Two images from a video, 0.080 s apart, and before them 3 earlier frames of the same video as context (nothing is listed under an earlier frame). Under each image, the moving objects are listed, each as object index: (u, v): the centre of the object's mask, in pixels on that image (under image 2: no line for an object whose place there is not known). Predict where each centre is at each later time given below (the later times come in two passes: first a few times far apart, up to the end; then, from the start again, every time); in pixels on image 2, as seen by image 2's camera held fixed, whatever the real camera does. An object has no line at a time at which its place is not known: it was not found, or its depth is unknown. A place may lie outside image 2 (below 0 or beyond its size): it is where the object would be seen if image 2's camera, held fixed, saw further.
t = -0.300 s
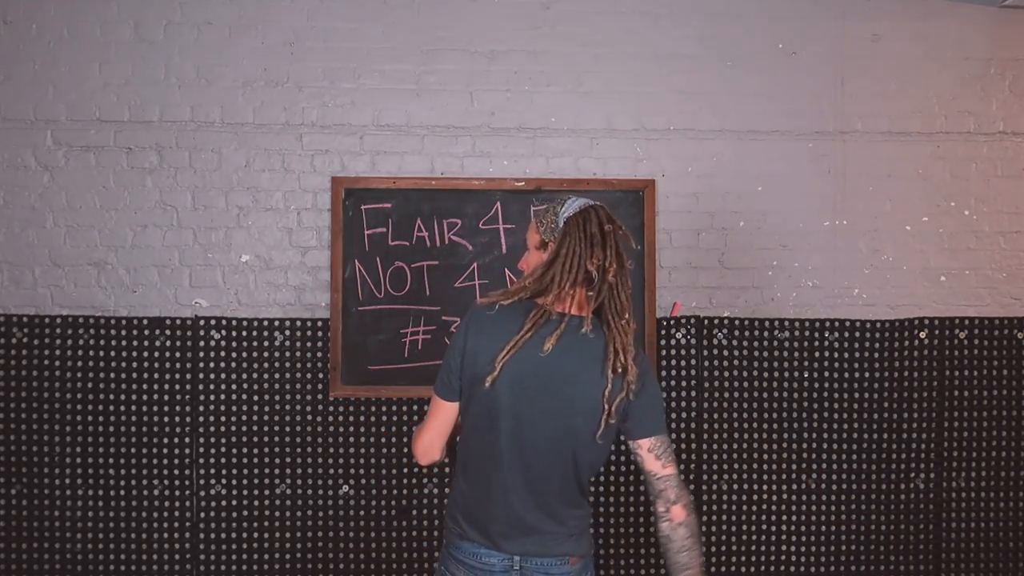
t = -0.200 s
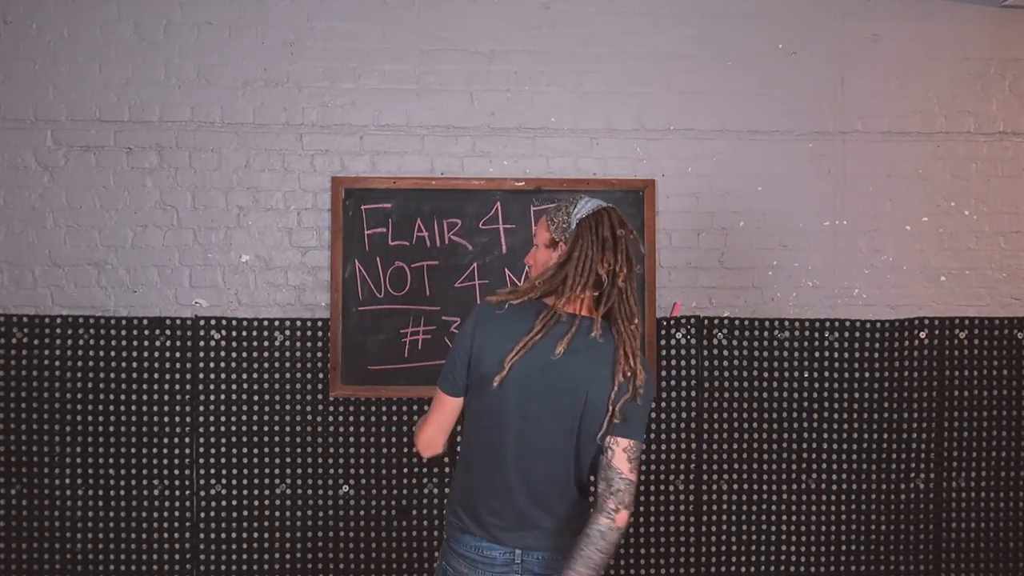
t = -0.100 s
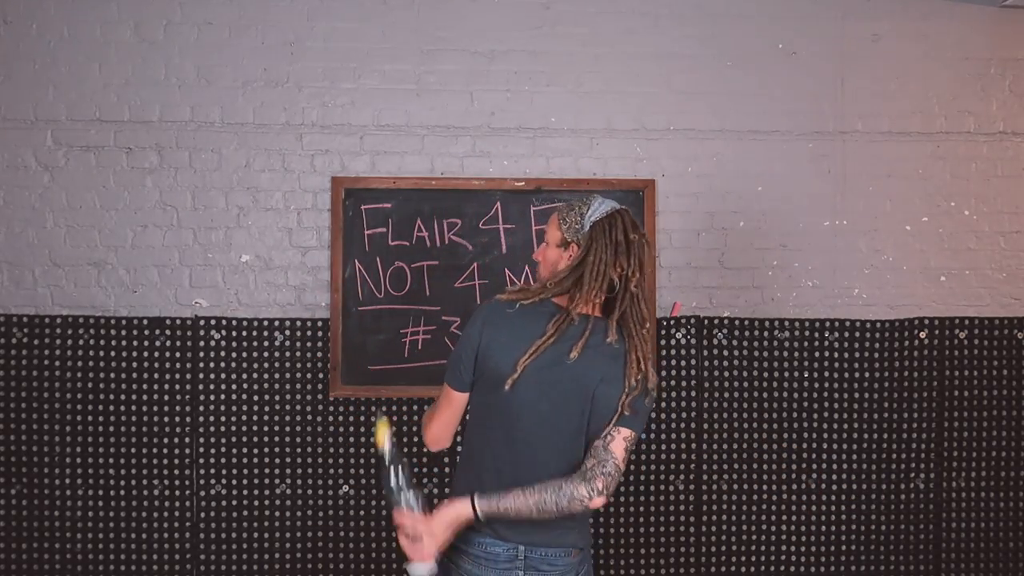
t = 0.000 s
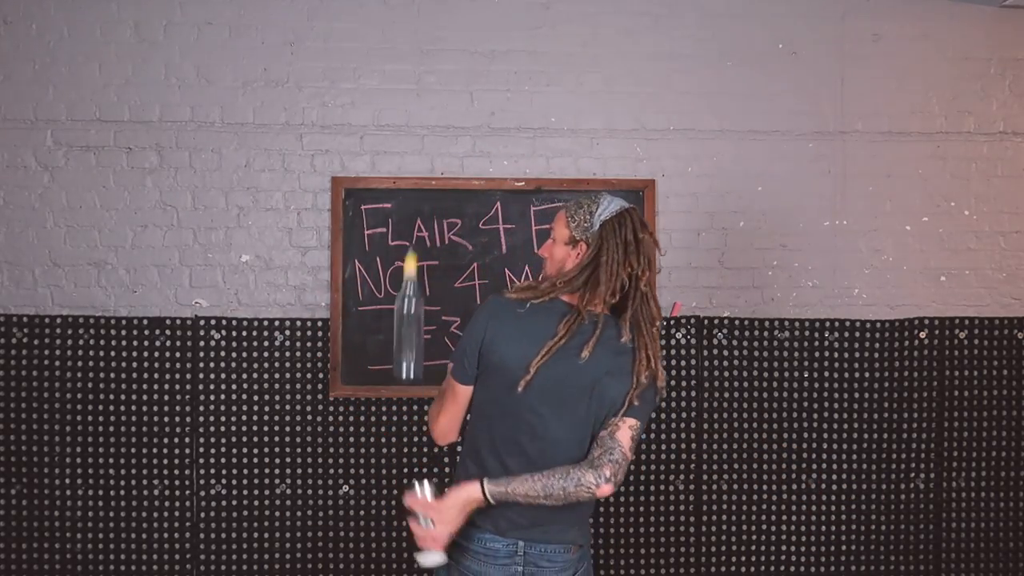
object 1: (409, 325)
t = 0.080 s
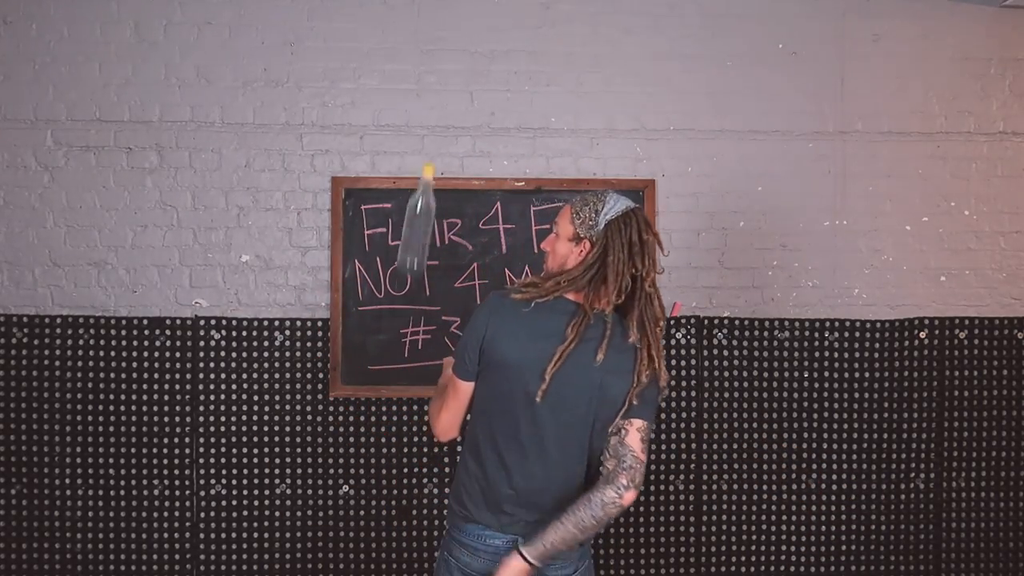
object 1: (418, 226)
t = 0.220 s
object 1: (432, 120)
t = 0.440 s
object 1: (451, 103)
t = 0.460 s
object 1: (452, 110)
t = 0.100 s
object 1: (420, 208)
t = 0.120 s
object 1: (422, 187)
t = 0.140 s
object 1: (424, 171)
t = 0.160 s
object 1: (426, 156)
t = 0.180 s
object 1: (428, 142)
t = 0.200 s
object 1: (430, 131)
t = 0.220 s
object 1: (432, 120)
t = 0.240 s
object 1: (434, 111)
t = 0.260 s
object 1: (435, 104)
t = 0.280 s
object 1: (437, 98)
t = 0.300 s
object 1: (438, 94)
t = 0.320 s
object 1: (440, 91)
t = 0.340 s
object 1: (442, 89)
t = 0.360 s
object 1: (443, 89)
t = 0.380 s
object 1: (444, 91)
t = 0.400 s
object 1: (446, 93)
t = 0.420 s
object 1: (448, 97)
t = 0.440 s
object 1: (451, 103)
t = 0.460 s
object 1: (452, 110)
